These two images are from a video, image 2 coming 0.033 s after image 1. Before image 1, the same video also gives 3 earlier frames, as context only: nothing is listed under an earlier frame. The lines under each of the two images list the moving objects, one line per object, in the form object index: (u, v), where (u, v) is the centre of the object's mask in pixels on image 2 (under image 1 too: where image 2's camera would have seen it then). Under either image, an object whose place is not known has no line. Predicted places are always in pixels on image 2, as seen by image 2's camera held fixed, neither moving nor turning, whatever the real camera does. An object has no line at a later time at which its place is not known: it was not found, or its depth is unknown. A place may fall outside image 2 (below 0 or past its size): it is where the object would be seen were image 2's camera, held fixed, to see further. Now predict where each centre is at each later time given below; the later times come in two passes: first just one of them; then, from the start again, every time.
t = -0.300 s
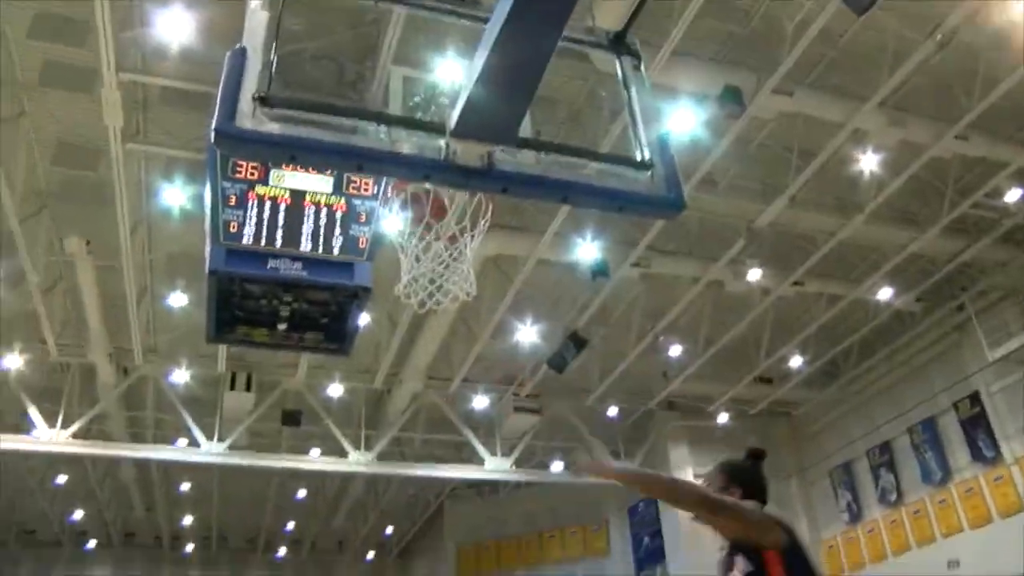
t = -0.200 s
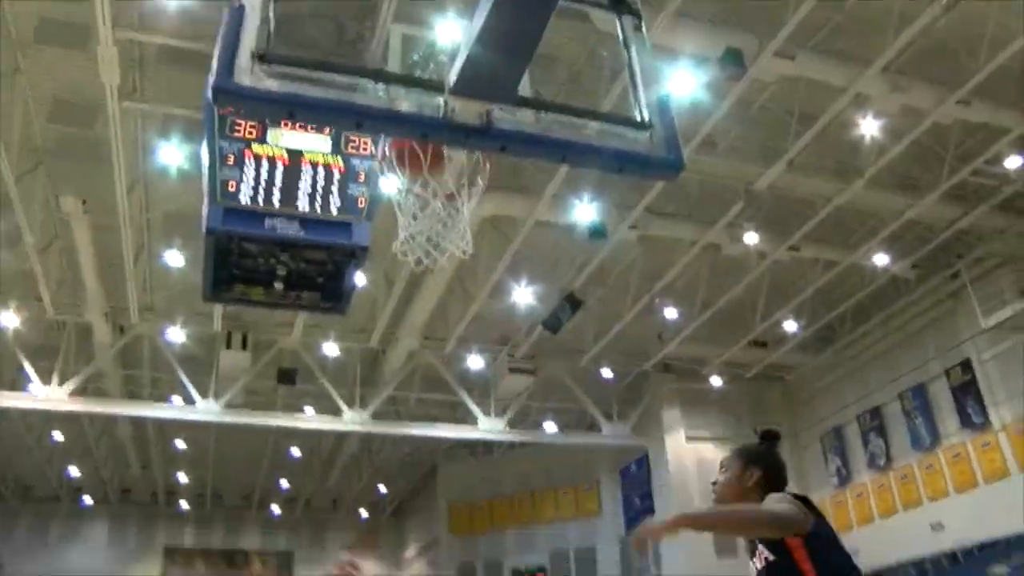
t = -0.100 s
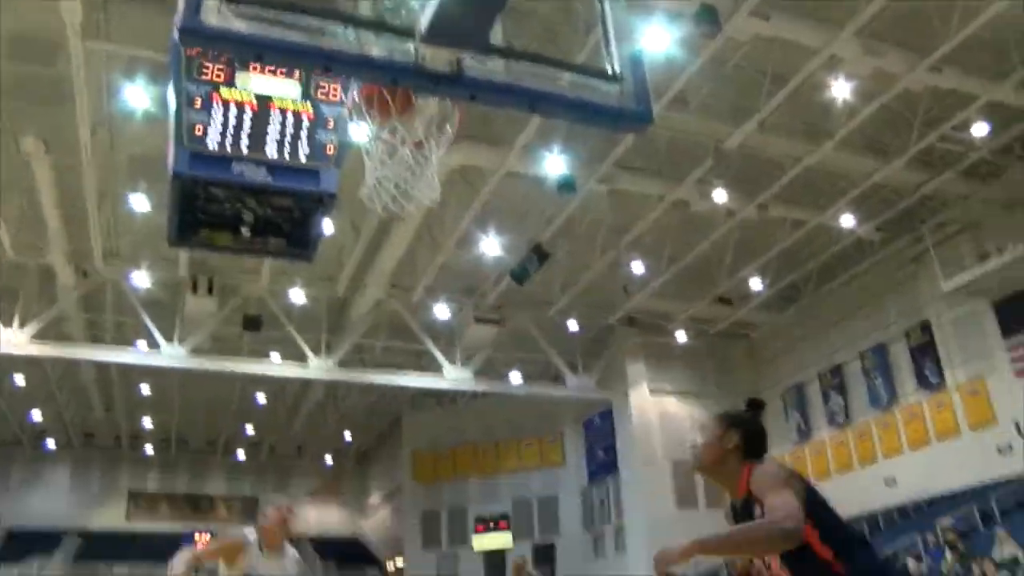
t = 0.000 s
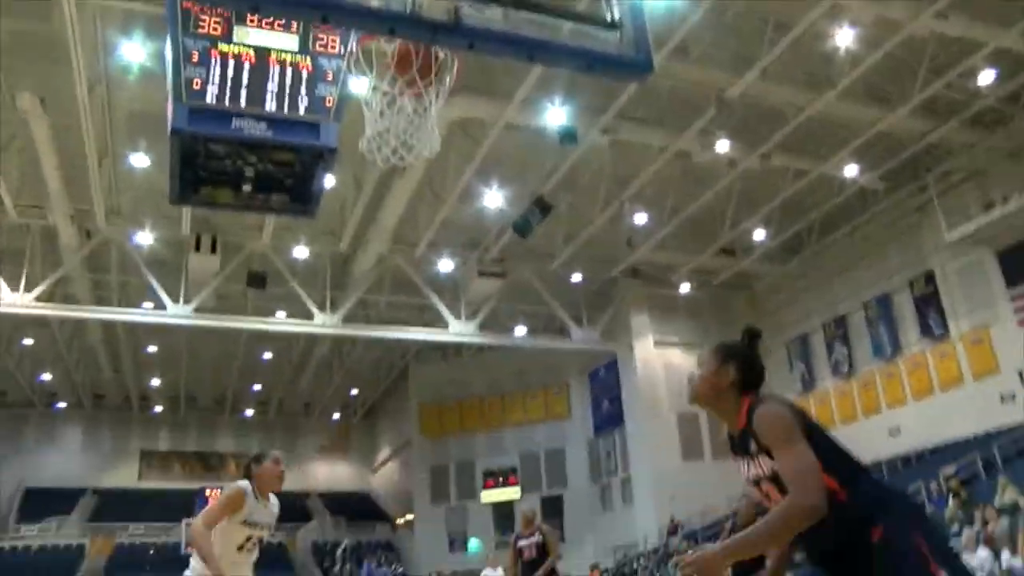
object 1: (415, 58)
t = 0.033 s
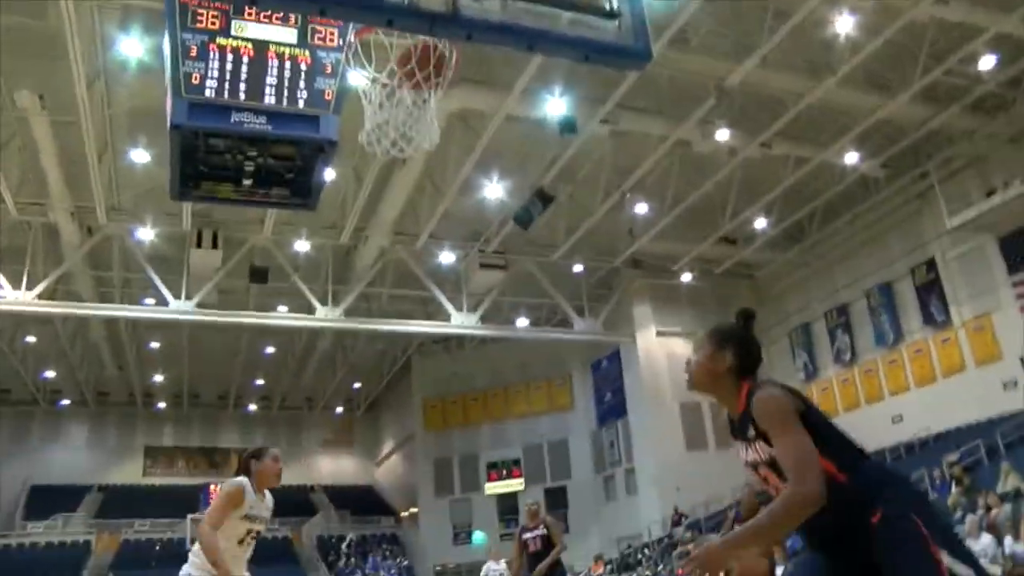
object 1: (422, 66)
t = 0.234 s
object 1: (435, 115)
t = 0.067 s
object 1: (433, 74)
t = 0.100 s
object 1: (438, 89)
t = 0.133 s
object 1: (441, 97)
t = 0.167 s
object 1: (440, 104)
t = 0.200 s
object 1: (437, 111)
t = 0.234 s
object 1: (435, 115)
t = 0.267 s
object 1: (434, 126)
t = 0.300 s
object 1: (430, 136)
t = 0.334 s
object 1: (426, 150)
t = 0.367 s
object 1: (425, 161)
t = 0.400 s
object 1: (424, 177)
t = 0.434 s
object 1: (423, 194)
